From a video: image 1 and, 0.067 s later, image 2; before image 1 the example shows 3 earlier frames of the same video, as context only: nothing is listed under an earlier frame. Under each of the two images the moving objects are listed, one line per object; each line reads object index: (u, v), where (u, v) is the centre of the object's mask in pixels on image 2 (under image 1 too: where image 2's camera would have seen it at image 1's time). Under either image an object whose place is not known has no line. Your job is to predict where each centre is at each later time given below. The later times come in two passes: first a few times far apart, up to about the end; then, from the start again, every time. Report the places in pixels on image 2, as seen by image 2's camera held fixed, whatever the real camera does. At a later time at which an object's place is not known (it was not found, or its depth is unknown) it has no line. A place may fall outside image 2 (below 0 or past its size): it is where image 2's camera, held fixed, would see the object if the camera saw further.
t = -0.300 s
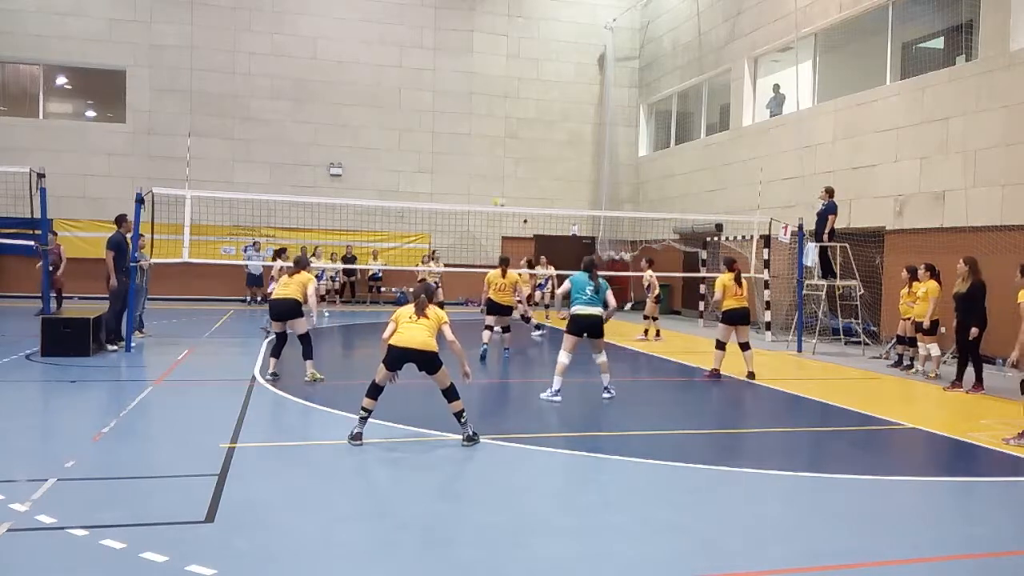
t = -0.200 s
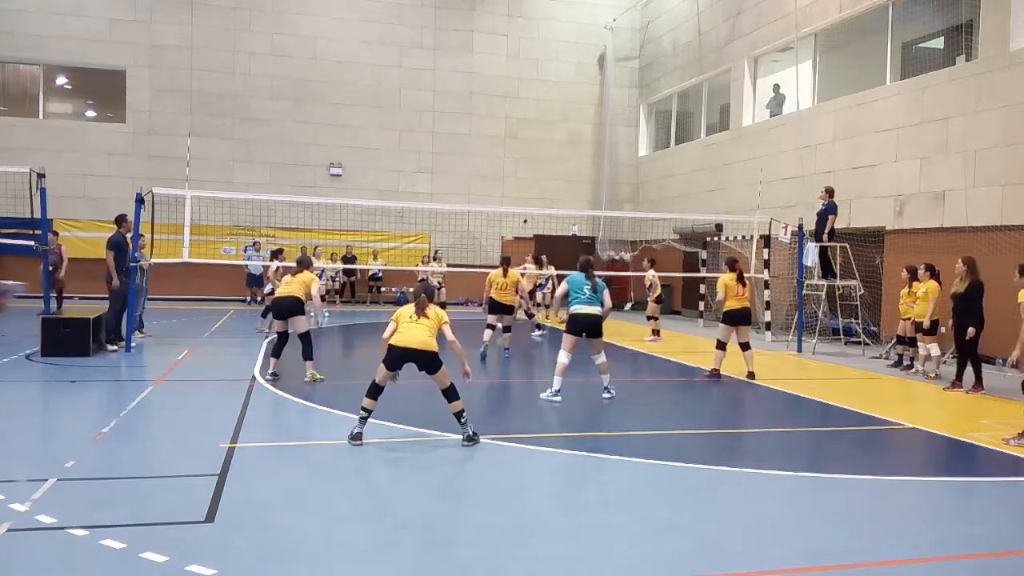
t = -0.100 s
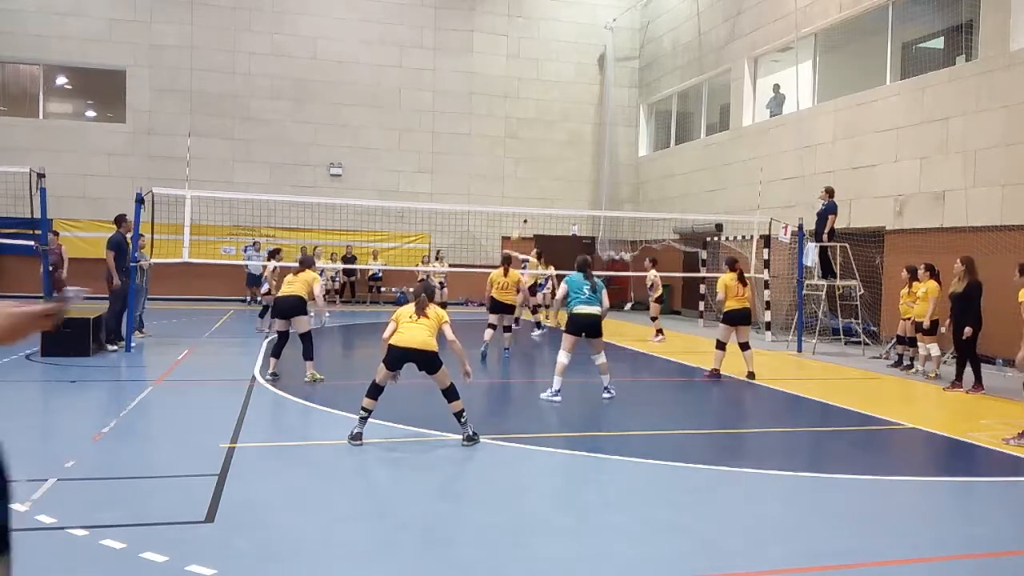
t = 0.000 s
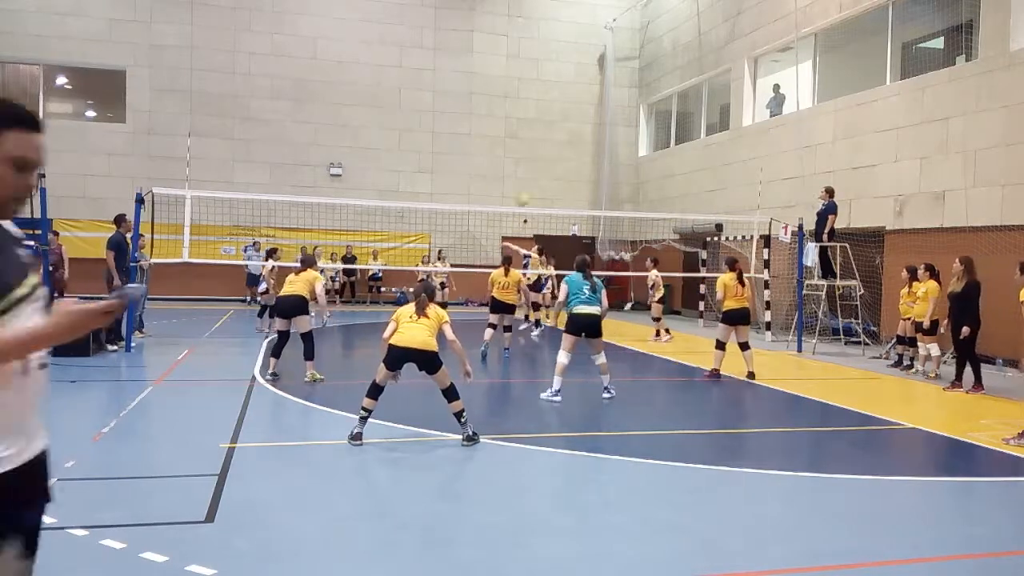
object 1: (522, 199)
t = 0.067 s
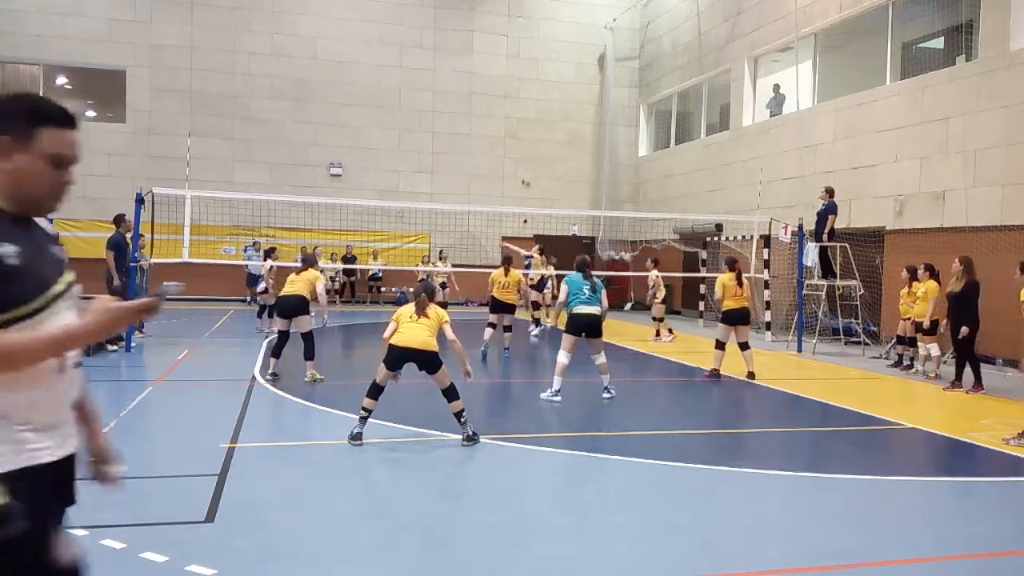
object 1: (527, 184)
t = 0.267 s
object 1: (539, 133)
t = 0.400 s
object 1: (545, 113)
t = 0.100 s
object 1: (528, 174)
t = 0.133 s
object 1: (530, 163)
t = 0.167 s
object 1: (532, 155)
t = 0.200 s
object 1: (534, 146)
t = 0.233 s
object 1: (536, 140)
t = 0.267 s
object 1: (539, 133)
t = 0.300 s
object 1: (540, 127)
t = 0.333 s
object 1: (542, 121)
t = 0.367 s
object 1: (543, 117)
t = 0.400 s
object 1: (545, 113)
